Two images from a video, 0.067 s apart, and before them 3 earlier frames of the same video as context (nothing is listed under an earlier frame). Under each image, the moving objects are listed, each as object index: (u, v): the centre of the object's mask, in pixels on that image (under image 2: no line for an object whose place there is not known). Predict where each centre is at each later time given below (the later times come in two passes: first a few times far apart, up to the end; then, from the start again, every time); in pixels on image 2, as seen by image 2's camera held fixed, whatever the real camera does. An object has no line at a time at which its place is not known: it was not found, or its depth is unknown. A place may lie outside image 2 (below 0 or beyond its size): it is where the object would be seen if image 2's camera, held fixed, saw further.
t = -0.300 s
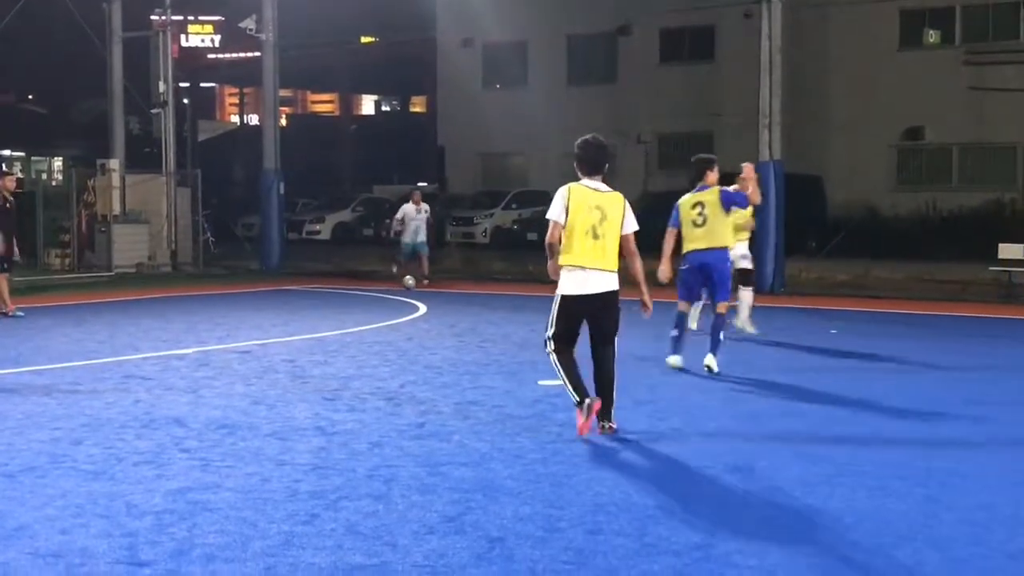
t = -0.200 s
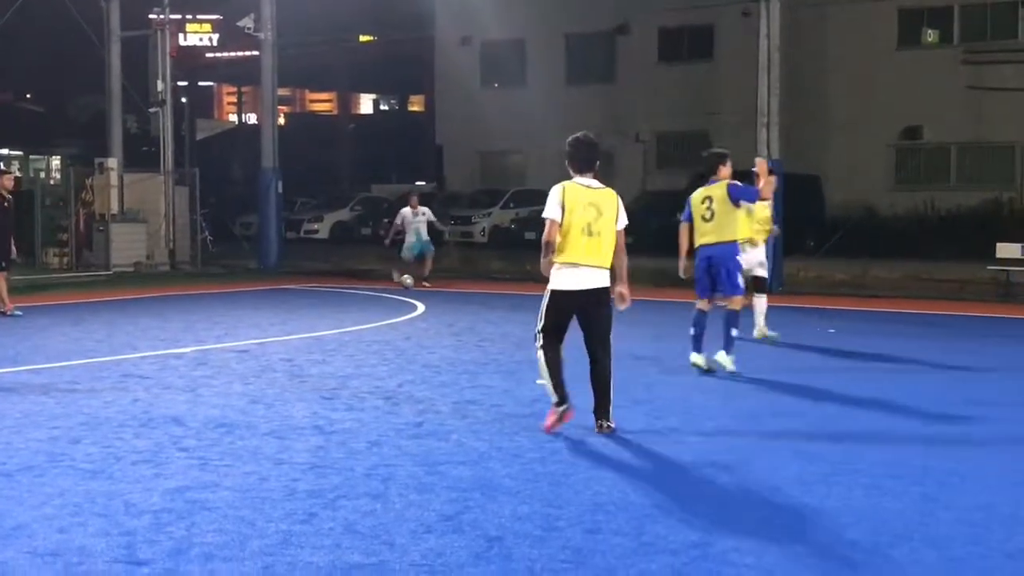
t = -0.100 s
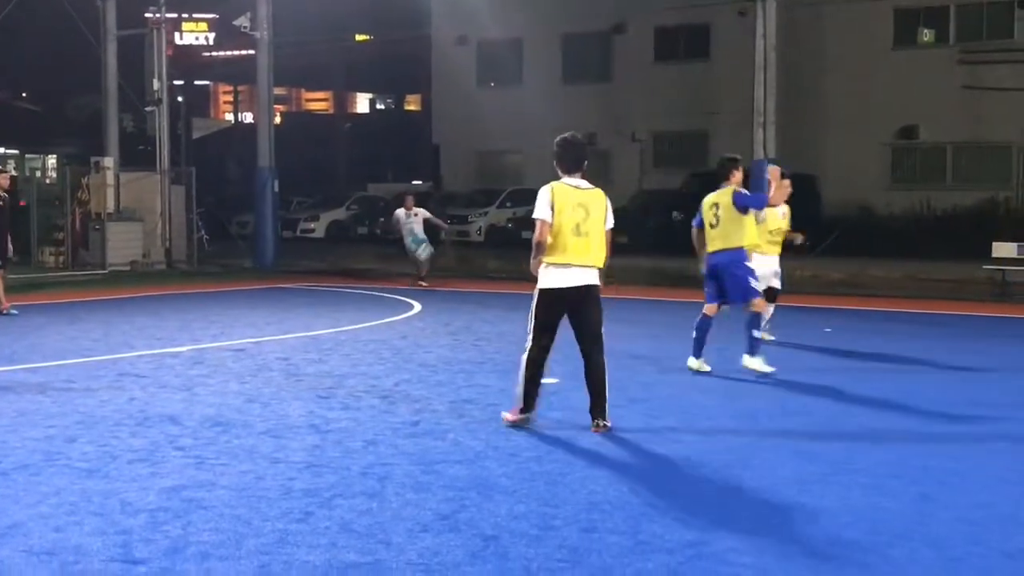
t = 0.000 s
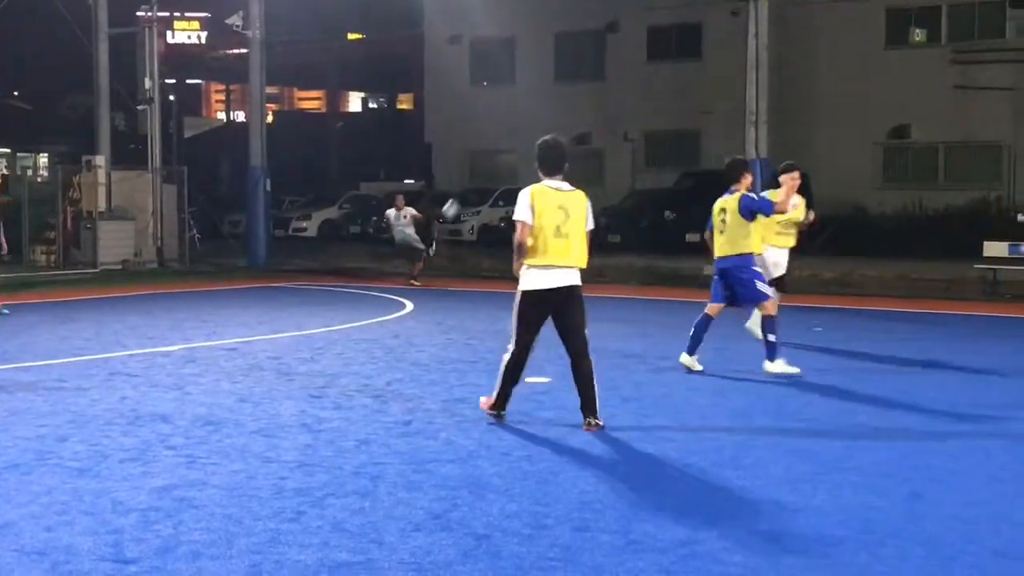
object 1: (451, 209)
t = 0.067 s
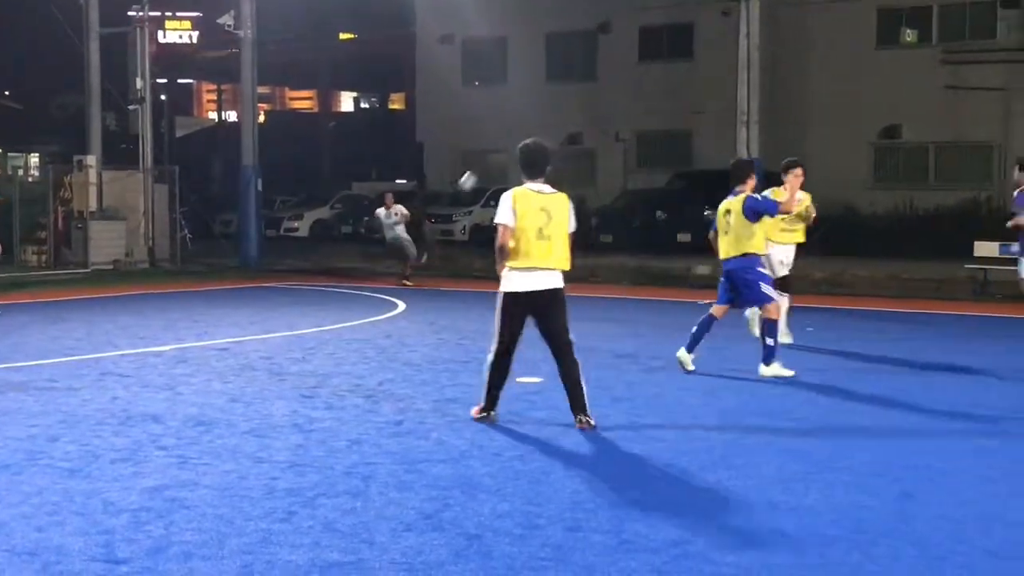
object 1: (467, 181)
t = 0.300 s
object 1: (577, 91)
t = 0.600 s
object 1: (791, -6)
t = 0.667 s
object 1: (853, -18)
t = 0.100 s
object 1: (481, 168)
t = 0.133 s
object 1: (495, 155)
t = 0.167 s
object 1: (509, 140)
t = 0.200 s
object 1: (527, 127)
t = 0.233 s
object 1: (542, 116)
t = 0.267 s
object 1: (559, 104)
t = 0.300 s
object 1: (577, 91)
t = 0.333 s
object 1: (596, 79)
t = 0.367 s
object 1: (617, 67)
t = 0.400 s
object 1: (638, 56)
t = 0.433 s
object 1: (659, 45)
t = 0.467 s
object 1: (683, 33)
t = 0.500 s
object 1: (708, 23)
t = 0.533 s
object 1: (735, 11)
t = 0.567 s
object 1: (763, 1)
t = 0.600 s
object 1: (791, -6)
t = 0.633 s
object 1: (821, -13)
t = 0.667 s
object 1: (853, -18)
